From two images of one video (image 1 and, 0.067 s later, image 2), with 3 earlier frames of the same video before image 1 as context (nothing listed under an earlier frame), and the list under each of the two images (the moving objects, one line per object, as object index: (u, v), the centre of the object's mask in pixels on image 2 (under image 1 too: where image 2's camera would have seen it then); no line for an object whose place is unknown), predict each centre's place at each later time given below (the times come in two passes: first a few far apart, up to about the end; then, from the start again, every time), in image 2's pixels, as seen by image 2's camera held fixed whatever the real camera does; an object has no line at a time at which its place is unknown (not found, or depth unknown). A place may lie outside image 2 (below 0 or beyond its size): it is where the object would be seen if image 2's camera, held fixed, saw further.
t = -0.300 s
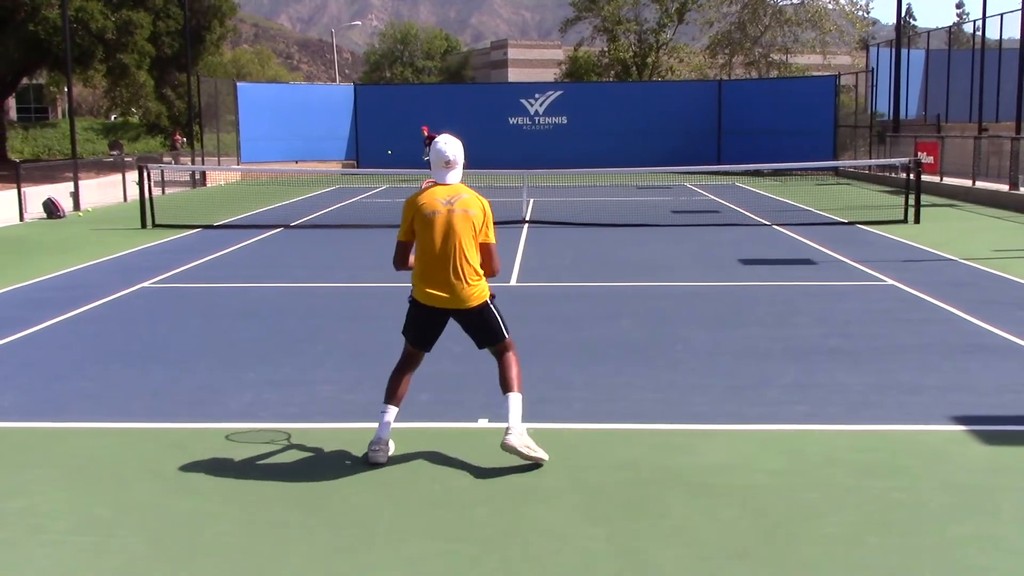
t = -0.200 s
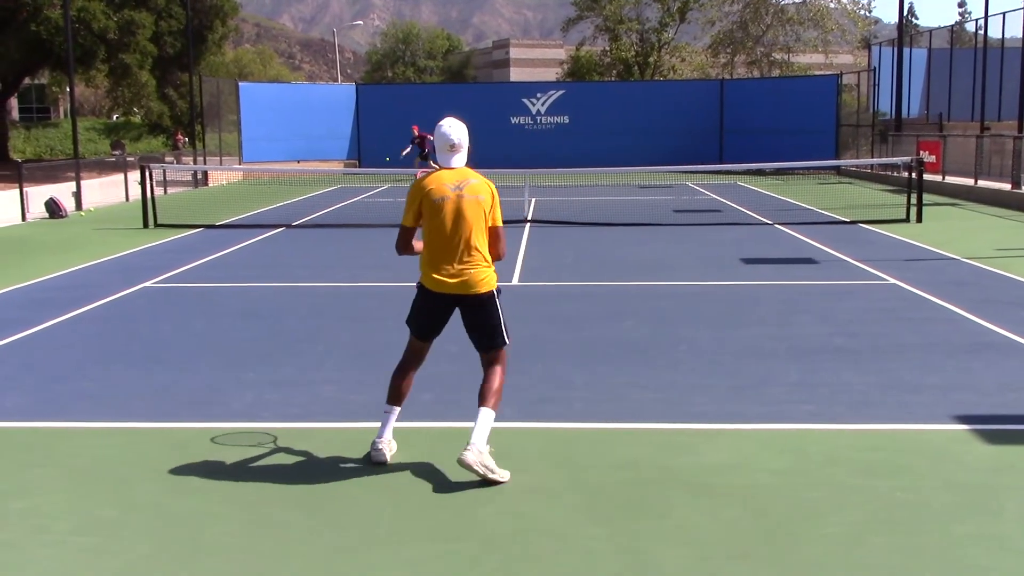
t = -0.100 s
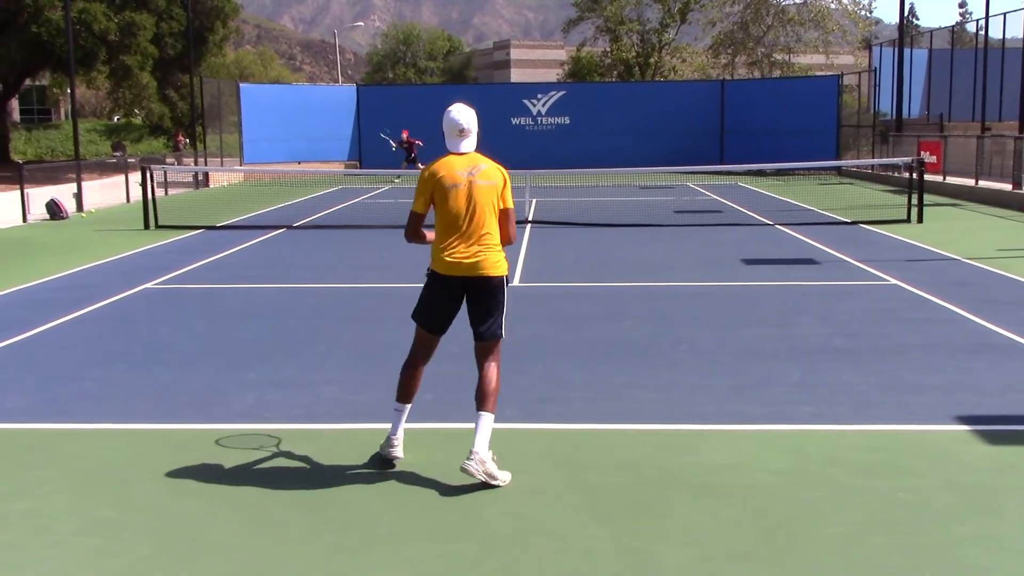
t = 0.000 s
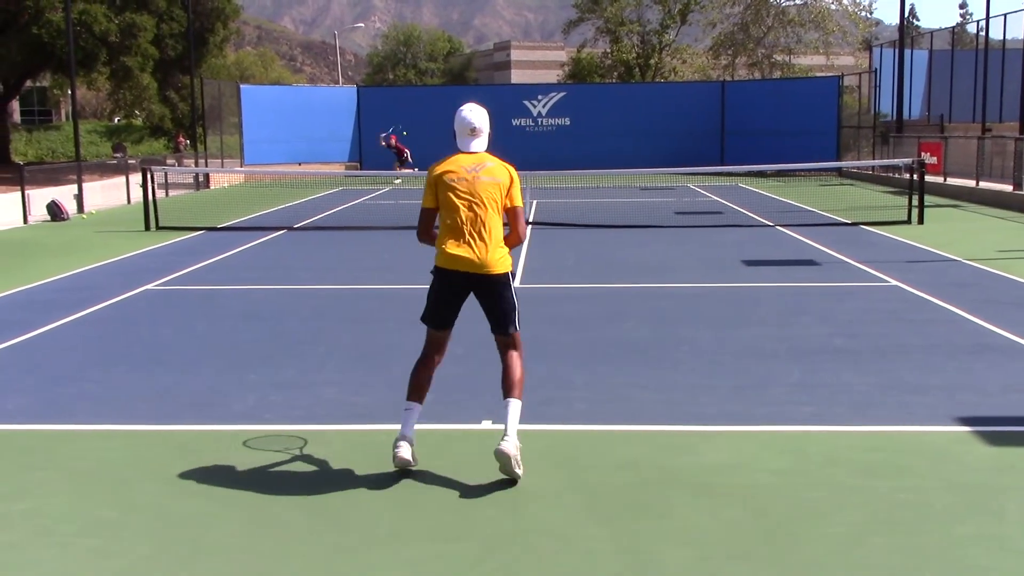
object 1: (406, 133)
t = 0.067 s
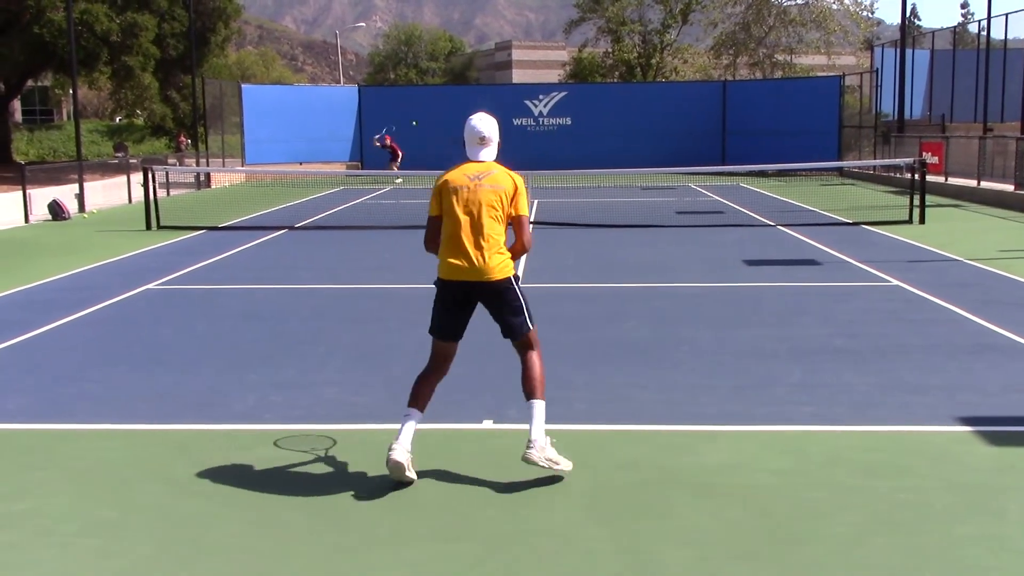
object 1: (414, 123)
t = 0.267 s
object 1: (445, 105)
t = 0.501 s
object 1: (493, 110)
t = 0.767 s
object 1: (569, 167)
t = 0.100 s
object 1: (419, 119)
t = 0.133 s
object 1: (423, 115)
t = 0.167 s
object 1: (428, 112)
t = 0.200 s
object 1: (433, 109)
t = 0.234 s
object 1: (439, 107)
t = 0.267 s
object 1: (445, 105)
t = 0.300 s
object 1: (451, 104)
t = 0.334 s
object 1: (457, 103)
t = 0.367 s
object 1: (464, 103)
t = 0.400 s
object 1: (471, 104)
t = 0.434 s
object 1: (478, 106)
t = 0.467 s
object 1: (486, 108)
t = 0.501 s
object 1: (493, 110)
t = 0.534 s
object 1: (502, 114)
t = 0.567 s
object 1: (510, 119)
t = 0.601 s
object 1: (519, 124)
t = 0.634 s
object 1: (528, 131)
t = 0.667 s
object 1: (538, 138)
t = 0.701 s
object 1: (547, 146)
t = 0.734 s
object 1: (558, 155)
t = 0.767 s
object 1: (569, 167)
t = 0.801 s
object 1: (580, 179)
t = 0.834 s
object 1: (593, 194)
